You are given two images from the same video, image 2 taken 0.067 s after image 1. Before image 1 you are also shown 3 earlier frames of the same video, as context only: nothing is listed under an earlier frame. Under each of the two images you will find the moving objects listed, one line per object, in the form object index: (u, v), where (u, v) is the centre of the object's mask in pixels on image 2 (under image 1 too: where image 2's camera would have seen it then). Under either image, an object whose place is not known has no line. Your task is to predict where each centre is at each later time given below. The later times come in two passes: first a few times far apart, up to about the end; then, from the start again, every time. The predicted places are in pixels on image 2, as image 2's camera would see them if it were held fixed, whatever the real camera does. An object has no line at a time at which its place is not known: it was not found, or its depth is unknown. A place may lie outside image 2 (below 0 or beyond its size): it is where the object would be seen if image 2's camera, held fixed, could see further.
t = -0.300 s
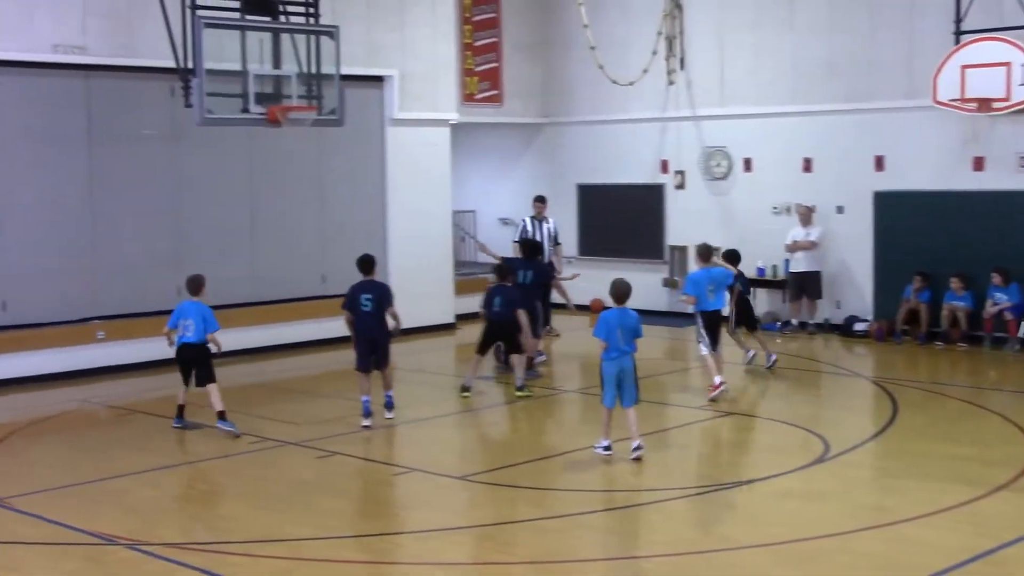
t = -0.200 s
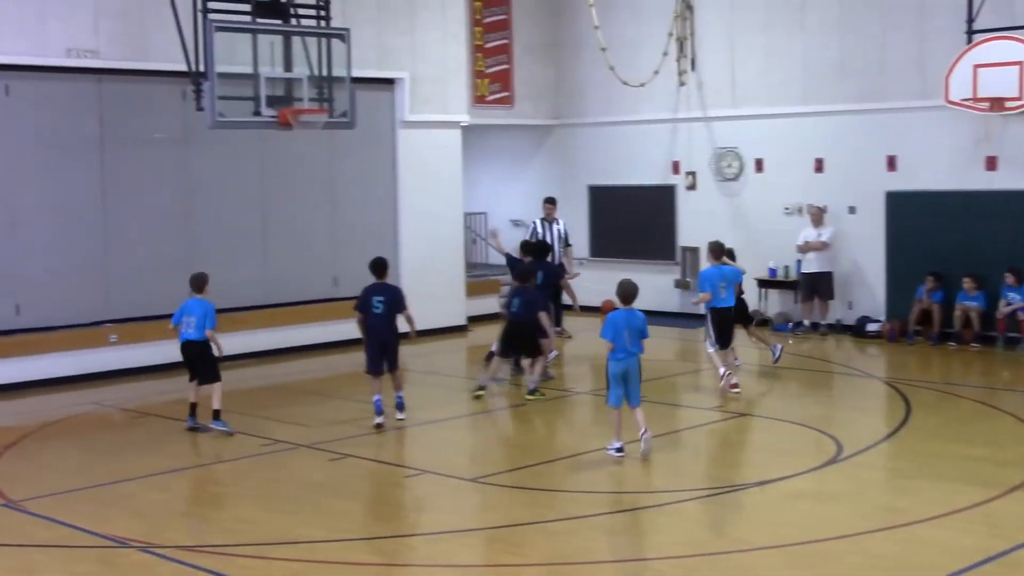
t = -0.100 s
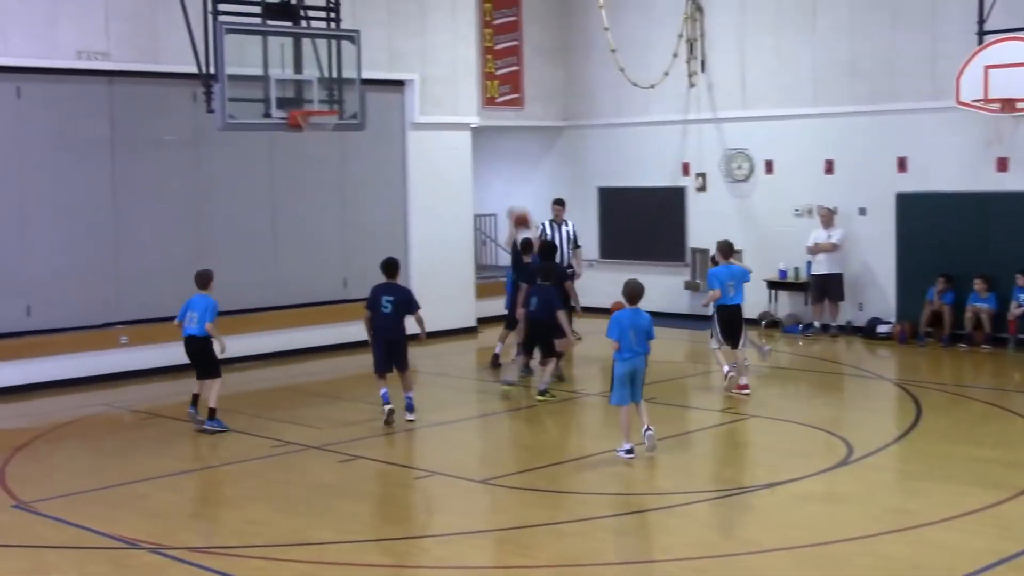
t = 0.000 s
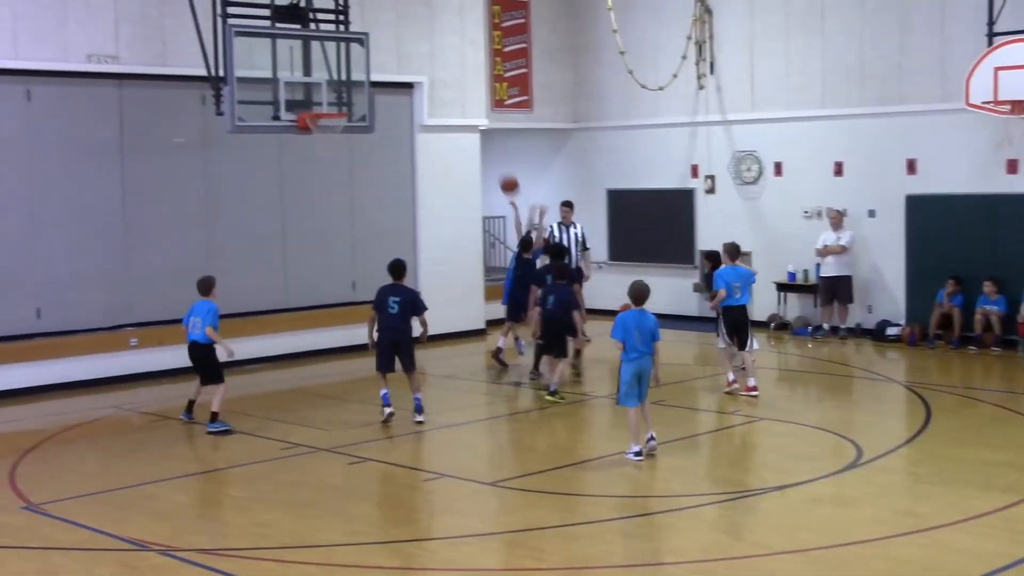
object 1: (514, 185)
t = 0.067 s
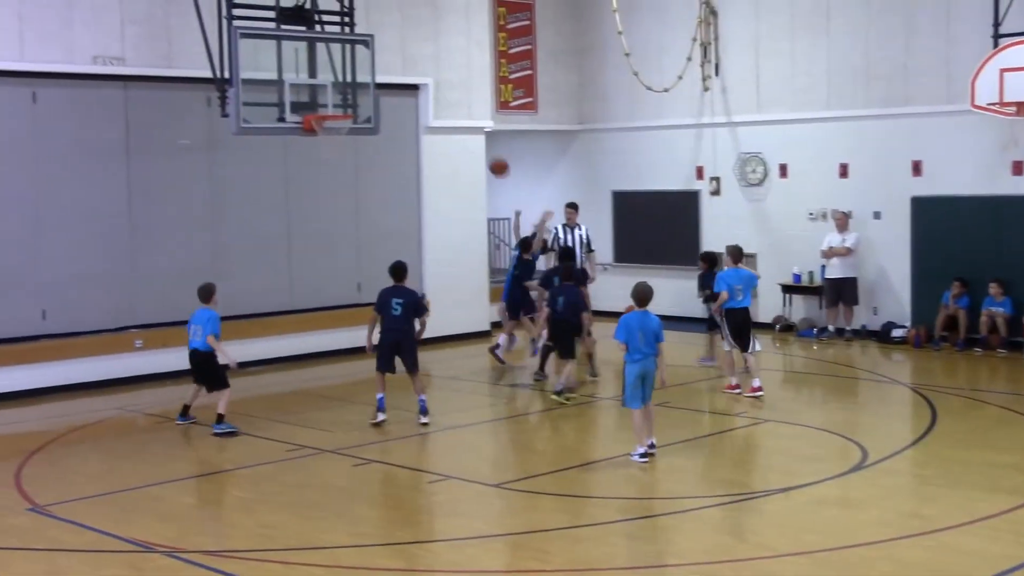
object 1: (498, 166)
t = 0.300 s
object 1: (444, 123)
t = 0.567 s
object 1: (376, 129)
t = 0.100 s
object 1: (491, 158)
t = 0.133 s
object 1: (483, 150)
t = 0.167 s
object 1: (475, 141)
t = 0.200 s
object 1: (467, 136)
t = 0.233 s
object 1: (459, 130)
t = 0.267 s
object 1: (451, 126)
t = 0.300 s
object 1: (444, 123)
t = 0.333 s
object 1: (435, 120)
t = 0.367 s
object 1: (427, 119)
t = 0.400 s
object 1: (419, 118)
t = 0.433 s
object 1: (410, 118)
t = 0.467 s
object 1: (402, 119)
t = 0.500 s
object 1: (394, 121)
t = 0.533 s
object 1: (384, 125)
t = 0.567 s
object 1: (376, 129)
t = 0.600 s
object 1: (368, 134)
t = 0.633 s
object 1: (359, 141)
